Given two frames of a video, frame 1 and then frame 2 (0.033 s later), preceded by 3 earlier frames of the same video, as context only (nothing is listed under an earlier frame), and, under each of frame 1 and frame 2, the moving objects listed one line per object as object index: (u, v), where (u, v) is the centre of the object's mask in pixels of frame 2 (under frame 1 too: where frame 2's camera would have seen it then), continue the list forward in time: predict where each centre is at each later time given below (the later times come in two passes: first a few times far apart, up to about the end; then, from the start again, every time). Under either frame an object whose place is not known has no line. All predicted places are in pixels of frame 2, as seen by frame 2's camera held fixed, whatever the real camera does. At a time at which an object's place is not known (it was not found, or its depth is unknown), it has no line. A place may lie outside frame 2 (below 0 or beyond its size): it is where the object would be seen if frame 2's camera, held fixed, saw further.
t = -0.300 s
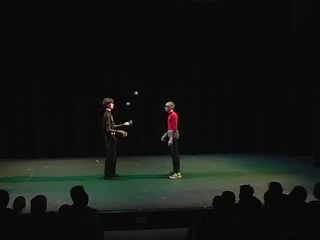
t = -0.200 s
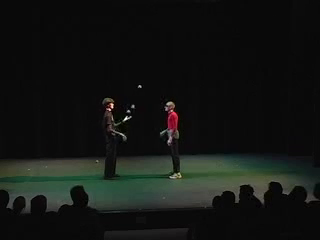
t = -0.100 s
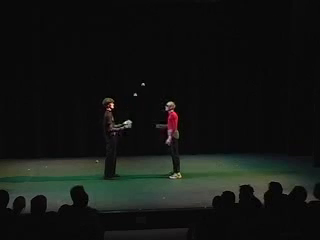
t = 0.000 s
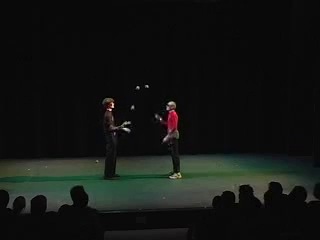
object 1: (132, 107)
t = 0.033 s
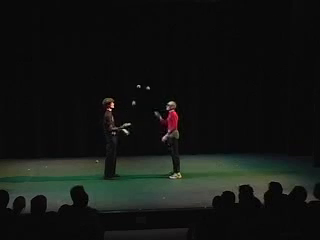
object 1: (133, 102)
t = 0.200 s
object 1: (139, 86)
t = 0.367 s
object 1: (143, 81)
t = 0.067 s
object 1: (134, 98)
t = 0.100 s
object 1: (135, 94)
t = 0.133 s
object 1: (136, 91)
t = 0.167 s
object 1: (138, 89)
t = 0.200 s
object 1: (139, 86)
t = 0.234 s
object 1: (140, 84)
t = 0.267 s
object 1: (141, 82)
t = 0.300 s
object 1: (141, 81)
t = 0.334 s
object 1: (142, 81)
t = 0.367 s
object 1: (143, 81)
